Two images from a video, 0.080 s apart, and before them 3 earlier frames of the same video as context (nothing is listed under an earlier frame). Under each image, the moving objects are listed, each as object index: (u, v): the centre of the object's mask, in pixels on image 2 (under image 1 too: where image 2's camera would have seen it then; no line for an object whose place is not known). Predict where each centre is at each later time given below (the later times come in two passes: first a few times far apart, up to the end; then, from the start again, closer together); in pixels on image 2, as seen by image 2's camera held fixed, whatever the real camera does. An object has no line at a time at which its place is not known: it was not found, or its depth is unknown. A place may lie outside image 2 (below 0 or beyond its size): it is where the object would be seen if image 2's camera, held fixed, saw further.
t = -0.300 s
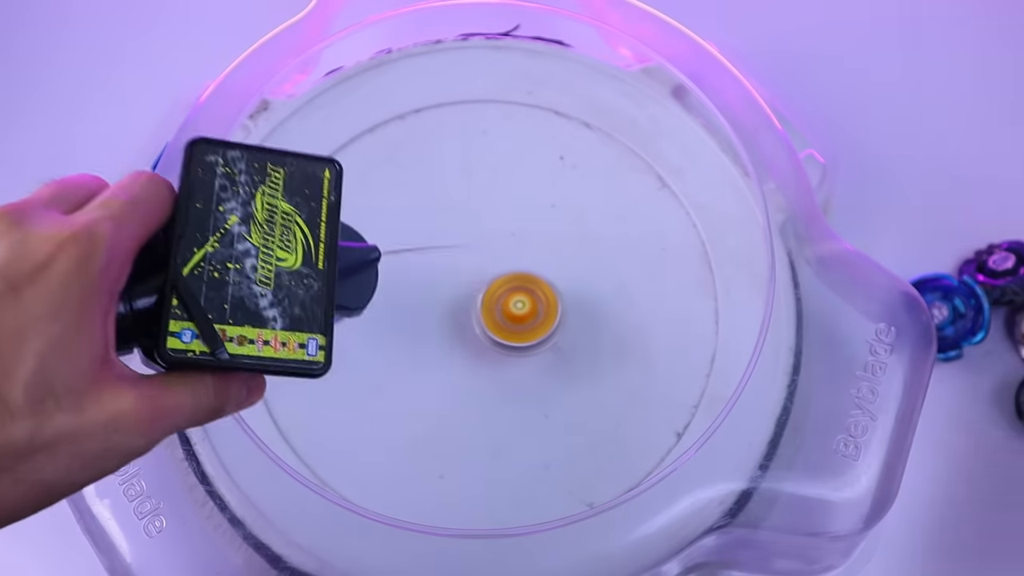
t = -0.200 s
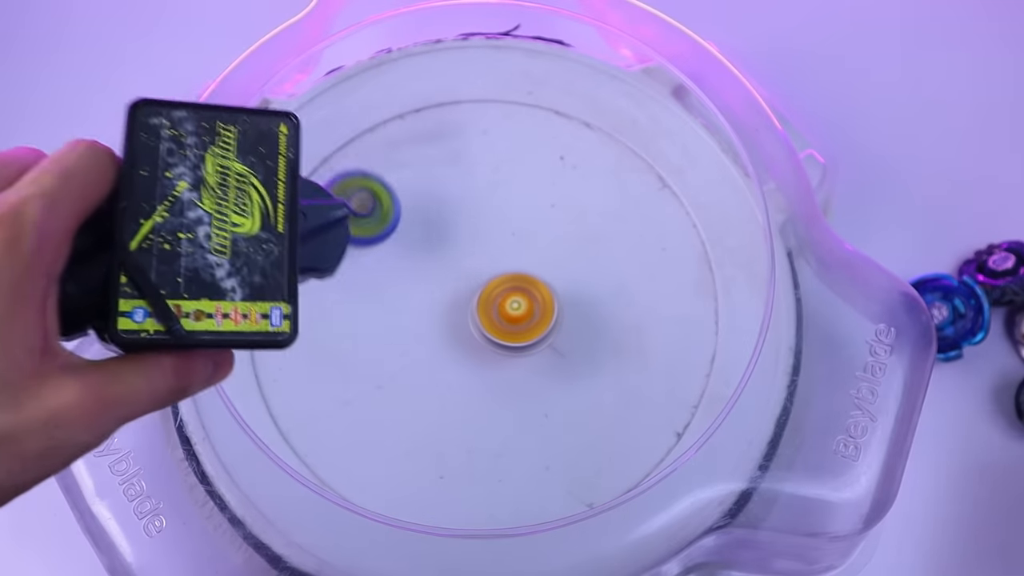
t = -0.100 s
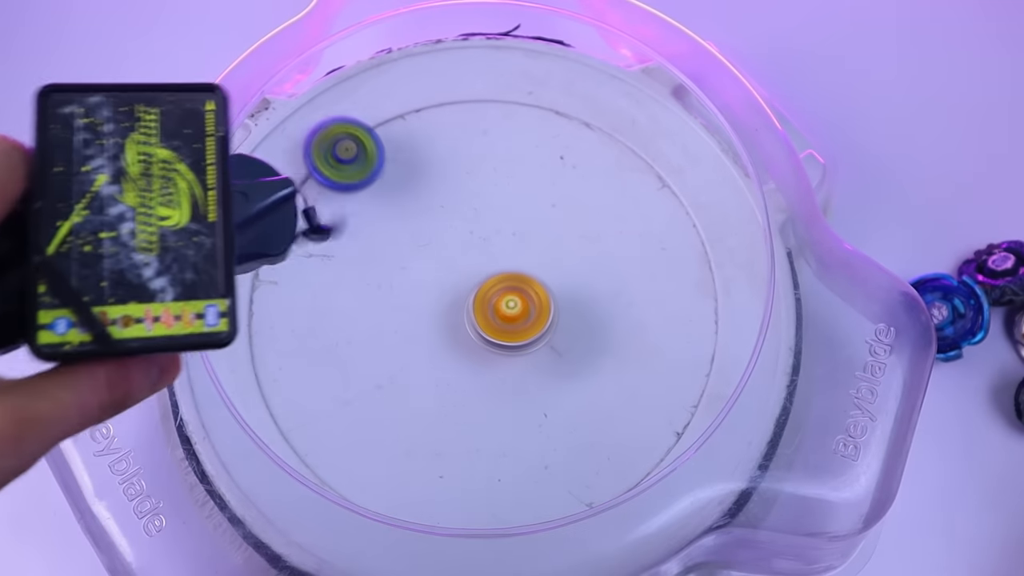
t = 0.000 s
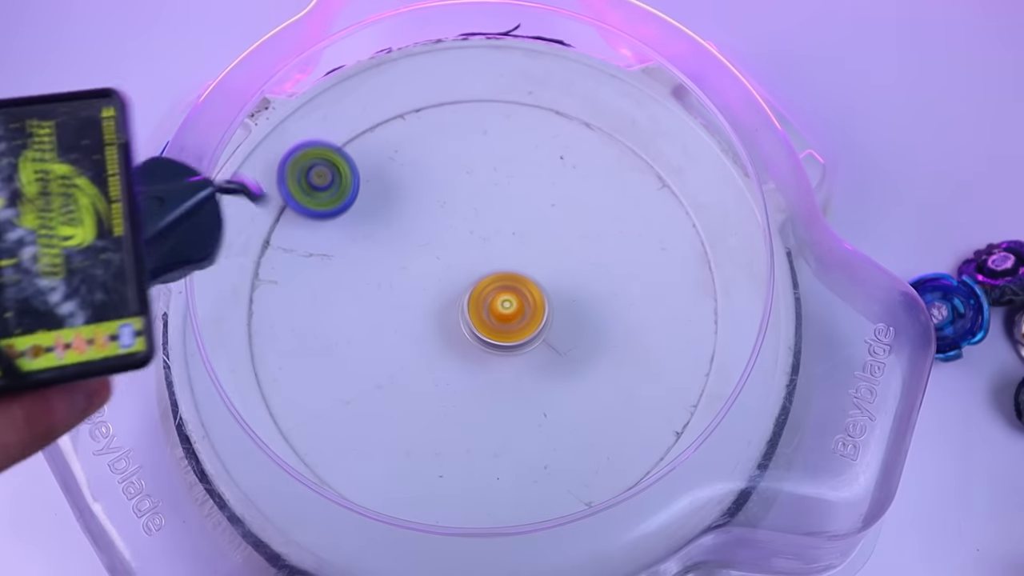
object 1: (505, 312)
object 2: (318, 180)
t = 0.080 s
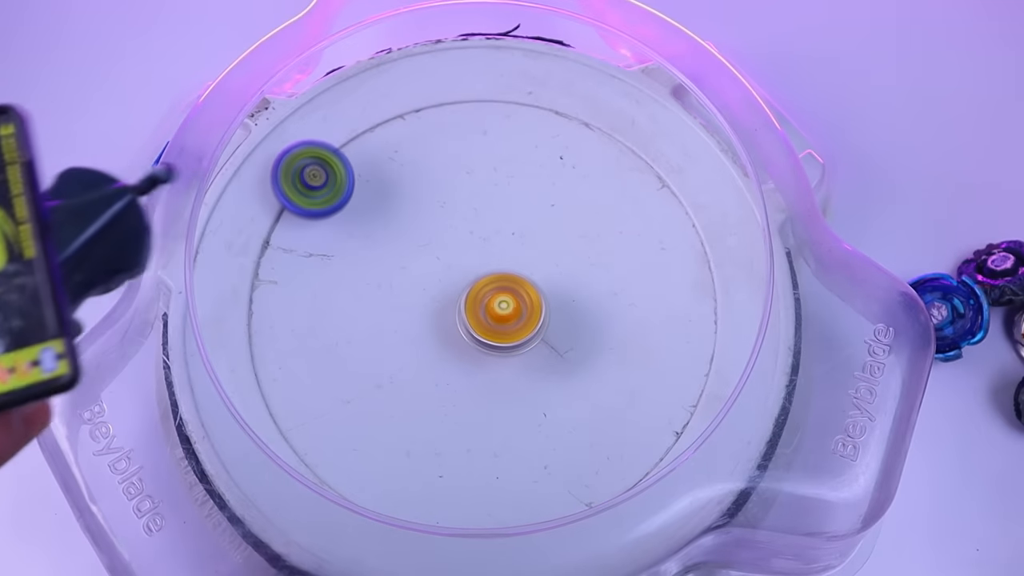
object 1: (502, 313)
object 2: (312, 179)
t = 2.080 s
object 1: (331, 443)
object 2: (667, 310)
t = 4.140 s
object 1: (565, 244)
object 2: (459, 260)
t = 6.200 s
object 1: (565, 423)
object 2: (436, 200)
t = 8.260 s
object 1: (387, 231)
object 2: (540, 458)
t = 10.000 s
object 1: (567, 169)
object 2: (429, 366)
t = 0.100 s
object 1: (502, 313)
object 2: (313, 174)
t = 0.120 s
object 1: (501, 313)
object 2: (313, 170)
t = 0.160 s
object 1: (499, 314)
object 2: (322, 182)
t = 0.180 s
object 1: (498, 314)
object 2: (329, 183)
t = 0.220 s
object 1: (495, 315)
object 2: (344, 183)
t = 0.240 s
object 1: (494, 315)
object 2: (350, 181)
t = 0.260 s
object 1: (493, 315)
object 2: (356, 177)
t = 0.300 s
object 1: (491, 316)
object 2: (367, 165)
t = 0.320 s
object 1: (490, 316)
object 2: (369, 157)
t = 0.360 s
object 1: (488, 316)
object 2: (369, 140)
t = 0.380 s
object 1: (487, 316)
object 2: (368, 131)
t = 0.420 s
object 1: (485, 316)
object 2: (364, 136)
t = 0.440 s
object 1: (484, 317)
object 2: (364, 148)
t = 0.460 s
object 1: (483, 317)
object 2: (367, 154)
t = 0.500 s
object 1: (482, 317)
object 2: (374, 161)
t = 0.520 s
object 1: (480, 317)
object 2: (379, 161)
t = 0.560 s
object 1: (479, 317)
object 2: (395, 158)
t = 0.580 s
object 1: (479, 317)
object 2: (408, 155)
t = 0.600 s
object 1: (478, 316)
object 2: (420, 151)
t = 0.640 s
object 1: (478, 315)
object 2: (440, 139)
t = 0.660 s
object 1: (478, 314)
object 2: (447, 132)
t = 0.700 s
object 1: (478, 313)
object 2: (454, 120)
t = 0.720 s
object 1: (478, 313)
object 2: (453, 117)
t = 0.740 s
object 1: (478, 312)
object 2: (450, 115)
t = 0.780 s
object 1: (479, 311)
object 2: (441, 122)
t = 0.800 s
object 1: (479, 310)
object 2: (439, 129)
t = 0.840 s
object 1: (480, 309)
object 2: (446, 144)
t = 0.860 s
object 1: (480, 308)
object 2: (455, 152)
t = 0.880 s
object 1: (481, 308)
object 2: (466, 160)
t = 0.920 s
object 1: (482, 307)
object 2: (495, 173)
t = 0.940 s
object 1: (483, 306)
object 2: (512, 177)
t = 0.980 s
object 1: (485, 305)
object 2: (546, 177)
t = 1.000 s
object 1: (486, 305)
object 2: (560, 173)
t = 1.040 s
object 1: (488, 304)
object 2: (587, 158)
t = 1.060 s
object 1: (489, 304)
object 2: (597, 147)
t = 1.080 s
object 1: (490, 304)
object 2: (606, 135)
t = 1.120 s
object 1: (492, 303)
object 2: (584, 128)
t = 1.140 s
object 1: (493, 302)
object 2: (566, 132)
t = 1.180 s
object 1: (495, 301)
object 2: (542, 142)
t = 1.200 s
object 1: (497, 300)
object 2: (534, 149)
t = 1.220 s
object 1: (498, 299)
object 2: (531, 157)
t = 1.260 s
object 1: (501, 299)
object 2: (534, 178)
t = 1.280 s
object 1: (502, 298)
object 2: (540, 189)
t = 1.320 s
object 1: (505, 298)
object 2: (562, 206)
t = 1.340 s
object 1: (506, 298)
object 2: (575, 212)
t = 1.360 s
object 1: (507, 298)
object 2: (590, 215)
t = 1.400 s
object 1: (509, 298)
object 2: (618, 212)
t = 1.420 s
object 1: (509, 298)
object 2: (631, 206)
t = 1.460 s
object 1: (508, 298)
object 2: (652, 190)
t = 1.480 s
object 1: (508, 298)
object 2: (660, 181)
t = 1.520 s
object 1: (508, 297)
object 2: (643, 167)
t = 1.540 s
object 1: (508, 297)
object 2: (629, 166)
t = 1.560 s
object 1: (508, 297)
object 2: (620, 166)
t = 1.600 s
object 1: (509, 297)
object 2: (600, 175)
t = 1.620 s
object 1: (510, 297)
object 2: (590, 182)
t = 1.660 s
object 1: (511, 297)
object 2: (576, 204)
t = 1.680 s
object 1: (512, 297)
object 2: (572, 219)
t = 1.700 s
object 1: (512, 297)
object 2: (572, 235)
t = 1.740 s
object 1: (478, 301)
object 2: (583, 254)
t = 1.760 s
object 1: (455, 310)
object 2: (587, 265)
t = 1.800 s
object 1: (409, 334)
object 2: (597, 293)
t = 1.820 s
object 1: (387, 350)
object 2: (603, 310)
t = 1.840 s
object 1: (367, 366)
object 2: (611, 329)
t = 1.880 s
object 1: (333, 378)
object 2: (637, 360)
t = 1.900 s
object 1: (317, 388)
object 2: (653, 371)
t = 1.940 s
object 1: (295, 404)
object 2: (688, 385)
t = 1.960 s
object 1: (288, 413)
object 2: (688, 372)
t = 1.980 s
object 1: (287, 418)
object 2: (682, 357)
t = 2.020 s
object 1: (297, 430)
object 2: (669, 336)
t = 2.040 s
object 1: (306, 435)
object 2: (669, 325)
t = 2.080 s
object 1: (331, 443)
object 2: (667, 310)
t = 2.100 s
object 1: (343, 448)
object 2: (664, 307)
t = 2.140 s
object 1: (370, 459)
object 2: (654, 309)
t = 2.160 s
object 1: (382, 464)
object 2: (646, 314)
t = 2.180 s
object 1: (392, 467)
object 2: (638, 322)
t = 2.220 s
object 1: (412, 473)
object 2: (620, 345)
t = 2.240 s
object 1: (423, 476)
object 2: (610, 358)
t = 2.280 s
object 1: (439, 476)
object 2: (597, 385)
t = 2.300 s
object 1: (448, 475)
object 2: (594, 399)
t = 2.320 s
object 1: (458, 474)
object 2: (592, 414)
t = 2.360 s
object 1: (477, 465)
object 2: (594, 438)
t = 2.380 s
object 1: (488, 459)
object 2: (598, 448)
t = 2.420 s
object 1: (506, 446)
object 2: (607, 462)
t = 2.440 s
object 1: (513, 437)
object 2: (607, 468)
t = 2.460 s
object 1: (520, 427)
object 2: (609, 463)
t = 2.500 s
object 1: (513, 398)
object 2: (622, 451)
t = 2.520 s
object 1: (509, 382)
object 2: (625, 450)
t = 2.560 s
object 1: (502, 354)
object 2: (624, 453)
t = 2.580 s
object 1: (498, 342)
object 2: (620, 456)
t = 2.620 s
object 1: (488, 321)
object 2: (609, 463)
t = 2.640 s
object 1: (482, 313)
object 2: (604, 466)
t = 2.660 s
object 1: (478, 306)
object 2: (601, 468)
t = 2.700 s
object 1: (467, 295)
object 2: (595, 471)
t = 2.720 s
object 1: (461, 290)
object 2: (591, 473)
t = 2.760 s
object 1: (445, 280)
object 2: (585, 472)
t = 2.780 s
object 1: (438, 274)
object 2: (584, 469)
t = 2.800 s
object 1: (433, 267)
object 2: (582, 464)
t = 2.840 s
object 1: (423, 253)
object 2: (574, 452)
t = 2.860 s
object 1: (419, 247)
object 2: (568, 445)
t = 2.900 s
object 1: (410, 233)
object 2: (552, 427)
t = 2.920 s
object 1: (406, 226)
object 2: (543, 418)
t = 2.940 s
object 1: (400, 221)
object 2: (534, 411)
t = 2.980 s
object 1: (388, 208)
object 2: (508, 401)
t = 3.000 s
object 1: (382, 202)
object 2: (491, 395)
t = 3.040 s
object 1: (370, 193)
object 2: (453, 385)
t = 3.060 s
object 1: (364, 190)
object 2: (433, 384)
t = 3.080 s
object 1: (361, 190)
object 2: (413, 384)
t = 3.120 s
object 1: (358, 194)
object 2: (379, 393)
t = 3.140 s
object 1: (357, 196)
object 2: (364, 400)
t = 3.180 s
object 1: (359, 200)
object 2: (342, 421)
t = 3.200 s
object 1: (360, 202)
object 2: (334, 434)
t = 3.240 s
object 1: (364, 206)
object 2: (333, 456)
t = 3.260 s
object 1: (366, 207)
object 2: (351, 462)
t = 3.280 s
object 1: (369, 208)
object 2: (370, 465)
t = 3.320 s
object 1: (374, 210)
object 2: (398, 463)
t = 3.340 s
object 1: (376, 210)
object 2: (407, 457)
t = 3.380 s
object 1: (381, 209)
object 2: (423, 438)
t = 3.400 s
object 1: (382, 208)
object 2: (431, 426)
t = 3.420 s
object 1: (384, 207)
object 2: (438, 413)
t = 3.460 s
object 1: (387, 205)
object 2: (446, 382)
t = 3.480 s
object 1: (389, 204)
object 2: (443, 364)
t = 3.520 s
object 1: (392, 201)
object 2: (429, 329)
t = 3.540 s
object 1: (395, 199)
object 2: (418, 314)
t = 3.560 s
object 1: (398, 198)
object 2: (405, 300)
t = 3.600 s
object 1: (405, 197)
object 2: (376, 278)
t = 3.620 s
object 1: (410, 196)
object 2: (363, 268)
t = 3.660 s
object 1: (426, 202)
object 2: (334, 254)
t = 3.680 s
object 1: (435, 206)
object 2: (317, 250)
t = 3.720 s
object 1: (452, 215)
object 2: (282, 254)
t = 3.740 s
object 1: (460, 220)
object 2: (267, 261)
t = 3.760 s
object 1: (469, 224)
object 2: (258, 270)
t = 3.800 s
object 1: (489, 236)
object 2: (272, 305)
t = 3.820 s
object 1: (498, 241)
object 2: (280, 318)
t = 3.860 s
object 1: (516, 250)
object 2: (299, 336)
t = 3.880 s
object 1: (524, 254)
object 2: (312, 343)
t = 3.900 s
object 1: (532, 255)
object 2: (326, 347)
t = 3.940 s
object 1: (545, 254)
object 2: (358, 348)
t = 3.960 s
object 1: (551, 253)
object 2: (374, 345)
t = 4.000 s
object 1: (559, 250)
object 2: (401, 332)
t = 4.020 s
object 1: (562, 248)
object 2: (411, 322)
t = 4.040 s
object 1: (563, 247)
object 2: (421, 314)
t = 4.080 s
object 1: (565, 245)
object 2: (437, 295)
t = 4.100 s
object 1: (565, 244)
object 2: (444, 285)
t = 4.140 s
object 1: (565, 244)
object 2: (459, 260)
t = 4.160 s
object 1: (564, 244)
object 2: (466, 246)
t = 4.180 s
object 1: (564, 244)
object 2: (472, 233)
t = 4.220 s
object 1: (562, 244)
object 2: (478, 206)
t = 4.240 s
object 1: (562, 244)
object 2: (478, 195)
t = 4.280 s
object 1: (561, 244)
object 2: (474, 168)
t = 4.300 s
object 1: (561, 245)
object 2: (467, 156)
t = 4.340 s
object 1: (560, 247)
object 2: (447, 135)
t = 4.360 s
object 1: (560, 247)
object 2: (434, 129)
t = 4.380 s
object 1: (559, 248)
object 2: (420, 125)
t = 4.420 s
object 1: (558, 251)
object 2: (389, 130)
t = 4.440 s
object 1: (558, 253)
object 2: (375, 138)
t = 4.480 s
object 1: (558, 257)
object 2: (356, 164)
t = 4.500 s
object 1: (557, 260)
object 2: (350, 180)
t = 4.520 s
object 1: (556, 264)
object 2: (350, 199)
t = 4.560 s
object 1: (554, 272)
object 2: (366, 237)
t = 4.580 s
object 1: (553, 277)
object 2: (378, 253)
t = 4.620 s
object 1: (550, 285)
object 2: (412, 275)
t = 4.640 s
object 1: (547, 289)
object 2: (432, 284)
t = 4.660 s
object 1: (545, 293)
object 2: (452, 291)
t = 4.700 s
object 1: (574, 305)
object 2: (454, 295)
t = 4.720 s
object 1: (590, 312)
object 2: (458, 297)
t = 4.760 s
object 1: (609, 327)
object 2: (473, 301)
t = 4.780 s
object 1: (613, 334)
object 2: (483, 303)
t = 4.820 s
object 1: (614, 342)
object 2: (504, 304)
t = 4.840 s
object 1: (611, 344)
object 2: (514, 302)
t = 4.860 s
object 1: (607, 344)
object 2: (523, 299)
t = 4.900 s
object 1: (599, 344)
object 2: (538, 287)
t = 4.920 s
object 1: (601, 352)
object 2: (538, 272)
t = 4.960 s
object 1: (607, 371)
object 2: (536, 243)
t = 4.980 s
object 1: (609, 376)
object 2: (532, 229)
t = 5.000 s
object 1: (610, 379)
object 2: (526, 216)
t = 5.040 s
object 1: (608, 379)
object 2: (505, 197)
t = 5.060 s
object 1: (607, 378)
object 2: (493, 192)
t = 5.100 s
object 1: (603, 375)
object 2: (468, 186)
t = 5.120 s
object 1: (601, 373)
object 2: (457, 187)
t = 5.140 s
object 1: (598, 372)
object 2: (447, 192)
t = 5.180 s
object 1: (593, 369)
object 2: (429, 203)
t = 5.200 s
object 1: (590, 366)
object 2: (422, 212)
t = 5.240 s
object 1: (584, 363)
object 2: (408, 231)
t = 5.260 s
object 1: (580, 361)
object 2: (404, 243)
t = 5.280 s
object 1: (577, 360)
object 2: (403, 255)
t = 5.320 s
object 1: (570, 358)
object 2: (412, 278)
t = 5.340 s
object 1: (566, 357)
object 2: (421, 289)
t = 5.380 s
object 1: (557, 356)
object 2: (439, 311)
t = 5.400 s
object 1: (553, 356)
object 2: (449, 322)
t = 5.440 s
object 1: (555, 360)
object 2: (463, 331)
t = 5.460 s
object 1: (564, 365)
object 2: (466, 332)
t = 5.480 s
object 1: (569, 369)
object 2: (471, 333)
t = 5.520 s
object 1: (571, 374)
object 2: (481, 332)
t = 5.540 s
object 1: (569, 373)
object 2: (487, 330)
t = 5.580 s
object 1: (567, 373)
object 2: (496, 322)
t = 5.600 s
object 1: (573, 381)
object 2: (500, 317)
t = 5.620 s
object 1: (578, 390)
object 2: (503, 313)
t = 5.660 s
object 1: (584, 395)
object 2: (508, 303)
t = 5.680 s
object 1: (586, 398)
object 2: (510, 298)
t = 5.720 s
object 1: (590, 397)
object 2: (513, 286)
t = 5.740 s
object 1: (590, 395)
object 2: (514, 279)
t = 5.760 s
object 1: (587, 391)
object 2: (515, 270)
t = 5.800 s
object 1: (583, 381)
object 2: (518, 253)
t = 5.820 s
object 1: (581, 376)
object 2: (517, 244)
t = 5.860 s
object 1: (575, 366)
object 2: (512, 229)
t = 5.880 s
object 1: (572, 360)
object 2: (506, 222)
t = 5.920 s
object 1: (565, 351)
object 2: (492, 215)
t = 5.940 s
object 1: (560, 346)
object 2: (484, 215)
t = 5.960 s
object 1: (556, 342)
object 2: (478, 219)
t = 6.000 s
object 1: (547, 336)
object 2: (469, 227)
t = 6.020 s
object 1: (542, 333)
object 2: (465, 231)
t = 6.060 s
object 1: (533, 330)
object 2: (461, 239)
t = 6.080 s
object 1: (529, 328)
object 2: (461, 244)
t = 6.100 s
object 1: (526, 327)
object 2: (463, 249)
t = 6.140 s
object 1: (520, 328)
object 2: (466, 260)
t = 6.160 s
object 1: (538, 363)
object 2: (455, 236)
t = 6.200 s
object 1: (565, 423)
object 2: (436, 200)
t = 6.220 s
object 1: (576, 447)
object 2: (425, 186)
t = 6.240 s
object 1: (585, 463)
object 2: (414, 176)
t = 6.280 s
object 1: (597, 484)
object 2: (390, 160)
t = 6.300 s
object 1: (599, 486)
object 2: (378, 155)
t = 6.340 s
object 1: (599, 480)
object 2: (352, 149)
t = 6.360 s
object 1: (598, 472)
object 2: (340, 149)
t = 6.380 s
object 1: (599, 463)
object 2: (329, 151)
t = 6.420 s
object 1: (603, 449)
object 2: (316, 173)
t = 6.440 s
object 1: (604, 439)
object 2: (312, 182)
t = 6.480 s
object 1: (604, 421)
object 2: (308, 198)
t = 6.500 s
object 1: (603, 413)
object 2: (312, 207)
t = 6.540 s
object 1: (598, 398)
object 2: (324, 226)
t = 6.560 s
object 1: (596, 392)
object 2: (333, 236)
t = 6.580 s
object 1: (592, 384)
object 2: (341, 246)
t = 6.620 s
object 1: (585, 372)
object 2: (369, 263)
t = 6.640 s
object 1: (580, 365)
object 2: (384, 266)
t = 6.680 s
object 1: (572, 355)
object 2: (416, 268)
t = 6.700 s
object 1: (568, 349)
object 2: (433, 267)
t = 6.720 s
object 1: (563, 344)
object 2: (450, 266)
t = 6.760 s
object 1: (554, 337)
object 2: (481, 264)
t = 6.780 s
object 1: (548, 333)
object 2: (496, 262)
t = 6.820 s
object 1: (543, 343)
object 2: (523, 245)
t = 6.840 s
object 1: (541, 353)
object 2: (535, 233)
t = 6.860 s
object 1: (537, 360)
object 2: (548, 221)
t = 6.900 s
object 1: (529, 366)
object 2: (565, 199)
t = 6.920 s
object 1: (525, 367)
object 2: (571, 188)
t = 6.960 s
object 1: (519, 365)
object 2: (581, 167)
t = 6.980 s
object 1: (516, 362)
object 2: (584, 158)
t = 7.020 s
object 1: (511, 357)
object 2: (588, 139)
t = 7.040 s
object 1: (510, 355)
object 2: (587, 130)
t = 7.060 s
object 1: (508, 351)
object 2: (586, 122)
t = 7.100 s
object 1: (505, 346)
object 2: (569, 117)
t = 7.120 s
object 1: (503, 343)
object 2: (559, 118)
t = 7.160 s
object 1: (500, 339)
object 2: (546, 124)
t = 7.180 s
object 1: (498, 337)
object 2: (539, 131)
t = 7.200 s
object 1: (496, 335)
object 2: (534, 139)
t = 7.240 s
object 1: (492, 332)
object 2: (524, 159)
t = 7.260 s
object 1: (490, 331)
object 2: (521, 171)
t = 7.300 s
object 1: (486, 327)
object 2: (519, 196)
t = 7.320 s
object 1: (484, 326)
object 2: (519, 210)
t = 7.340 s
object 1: (481, 324)
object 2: (521, 223)
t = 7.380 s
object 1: (477, 322)
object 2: (526, 250)
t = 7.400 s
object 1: (471, 323)
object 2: (533, 258)
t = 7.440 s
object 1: (447, 336)
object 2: (555, 270)
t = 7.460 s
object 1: (439, 340)
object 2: (564, 277)
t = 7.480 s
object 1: (431, 342)
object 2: (572, 284)
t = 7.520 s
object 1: (419, 341)
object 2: (590, 297)
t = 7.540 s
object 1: (416, 339)
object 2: (598, 303)
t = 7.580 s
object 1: (412, 338)
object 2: (615, 312)
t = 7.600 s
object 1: (412, 337)
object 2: (622, 316)
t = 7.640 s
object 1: (410, 338)
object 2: (636, 321)
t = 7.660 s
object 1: (409, 338)
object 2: (642, 322)
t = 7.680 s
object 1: (409, 338)
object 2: (647, 323)
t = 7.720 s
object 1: (408, 337)
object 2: (654, 322)
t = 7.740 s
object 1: (408, 337)
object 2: (654, 322)
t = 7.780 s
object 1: (408, 336)
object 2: (651, 320)
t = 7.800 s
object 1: (409, 336)
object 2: (648, 320)
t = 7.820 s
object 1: (409, 335)
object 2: (642, 320)
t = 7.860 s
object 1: (411, 335)
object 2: (627, 320)
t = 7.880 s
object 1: (412, 335)
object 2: (618, 322)
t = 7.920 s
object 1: (415, 334)
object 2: (598, 328)
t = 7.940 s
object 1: (416, 333)
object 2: (588, 331)
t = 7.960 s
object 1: (418, 333)
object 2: (576, 336)
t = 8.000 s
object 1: (424, 331)
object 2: (555, 345)
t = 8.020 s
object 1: (426, 330)
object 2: (545, 350)
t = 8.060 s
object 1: (432, 329)
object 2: (527, 363)
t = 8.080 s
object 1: (435, 326)
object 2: (520, 372)
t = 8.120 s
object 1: (409, 294)
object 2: (527, 402)
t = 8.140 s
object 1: (399, 279)
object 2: (527, 414)
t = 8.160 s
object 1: (394, 267)
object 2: (529, 422)
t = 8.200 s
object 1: (385, 247)
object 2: (532, 440)
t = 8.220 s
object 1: (385, 240)
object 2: (534, 447)
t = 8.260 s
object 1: (387, 231)
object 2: (540, 458)
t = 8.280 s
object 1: (388, 230)
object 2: (543, 462)
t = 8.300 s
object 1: (388, 231)
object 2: (545, 465)
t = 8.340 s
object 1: (391, 232)
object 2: (549, 465)
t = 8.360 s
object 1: (392, 233)
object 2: (552, 463)
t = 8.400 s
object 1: (393, 234)
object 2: (552, 454)
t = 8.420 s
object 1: (394, 235)
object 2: (552, 446)
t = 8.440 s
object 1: (395, 236)
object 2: (550, 439)
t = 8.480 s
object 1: (398, 237)
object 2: (542, 421)
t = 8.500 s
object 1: (399, 238)
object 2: (537, 412)
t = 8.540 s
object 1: (402, 239)
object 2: (526, 396)
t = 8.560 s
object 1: (404, 240)
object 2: (519, 389)
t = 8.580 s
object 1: (405, 240)
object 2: (511, 379)
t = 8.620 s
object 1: (409, 241)
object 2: (498, 363)
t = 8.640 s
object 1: (411, 241)
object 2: (491, 354)
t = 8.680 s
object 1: (416, 242)
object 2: (475, 338)
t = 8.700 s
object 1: (420, 243)
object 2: (469, 331)
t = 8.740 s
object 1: (422, 230)
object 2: (455, 329)
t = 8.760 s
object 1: (421, 215)
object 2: (450, 334)
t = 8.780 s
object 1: (421, 200)
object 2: (444, 336)
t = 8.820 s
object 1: (424, 179)
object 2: (430, 335)
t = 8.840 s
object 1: (427, 174)
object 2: (424, 334)
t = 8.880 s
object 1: (432, 169)
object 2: (411, 336)
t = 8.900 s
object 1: (435, 171)
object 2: (406, 337)
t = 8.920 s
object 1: (437, 173)
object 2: (399, 339)
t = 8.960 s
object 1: (440, 178)
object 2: (390, 344)
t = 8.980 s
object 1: (443, 182)
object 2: (387, 347)
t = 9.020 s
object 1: (446, 187)
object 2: (388, 353)
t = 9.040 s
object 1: (448, 190)
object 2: (391, 356)
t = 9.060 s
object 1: (451, 192)
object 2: (395, 358)
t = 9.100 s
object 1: (454, 198)
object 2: (407, 358)
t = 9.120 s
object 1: (458, 200)
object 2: (413, 358)
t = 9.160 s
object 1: (463, 206)
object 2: (424, 351)
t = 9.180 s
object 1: (467, 211)
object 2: (430, 348)
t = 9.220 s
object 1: (472, 218)
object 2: (439, 340)
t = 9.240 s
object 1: (474, 223)
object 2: (445, 335)
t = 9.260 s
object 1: (477, 227)
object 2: (449, 330)
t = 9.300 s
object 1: (481, 236)
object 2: (457, 321)
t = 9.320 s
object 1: (494, 223)
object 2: (453, 327)
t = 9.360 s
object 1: (514, 203)
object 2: (448, 340)
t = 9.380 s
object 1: (524, 195)
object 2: (448, 344)
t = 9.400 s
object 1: (532, 189)
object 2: (449, 346)
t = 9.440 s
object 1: (543, 184)
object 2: (450, 352)
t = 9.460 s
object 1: (544, 183)
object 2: (451, 355)
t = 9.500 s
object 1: (547, 186)
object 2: (455, 359)
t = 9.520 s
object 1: (545, 188)
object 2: (458, 361)
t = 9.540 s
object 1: (545, 191)
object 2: (461, 361)
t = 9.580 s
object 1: (542, 197)
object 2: (468, 360)
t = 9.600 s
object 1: (541, 200)
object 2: (472, 359)
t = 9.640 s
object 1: (538, 208)
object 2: (478, 354)
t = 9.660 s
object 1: (536, 211)
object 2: (481, 351)
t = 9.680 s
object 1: (534, 216)
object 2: (484, 348)
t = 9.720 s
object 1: (530, 222)
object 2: (487, 339)
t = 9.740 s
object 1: (528, 228)
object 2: (489, 335)
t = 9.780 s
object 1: (524, 233)
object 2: (490, 326)
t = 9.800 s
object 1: (523, 238)
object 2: (490, 321)
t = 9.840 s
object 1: (534, 217)
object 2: (477, 331)
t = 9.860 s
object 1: (547, 204)
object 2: (467, 340)
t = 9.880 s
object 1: (556, 191)
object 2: (458, 345)
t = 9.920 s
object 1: (566, 174)
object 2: (449, 352)
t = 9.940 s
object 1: (567, 169)
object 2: (445, 356)
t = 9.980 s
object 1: (570, 167)
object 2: (434, 364)
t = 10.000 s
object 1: (567, 169)
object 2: (429, 366)
